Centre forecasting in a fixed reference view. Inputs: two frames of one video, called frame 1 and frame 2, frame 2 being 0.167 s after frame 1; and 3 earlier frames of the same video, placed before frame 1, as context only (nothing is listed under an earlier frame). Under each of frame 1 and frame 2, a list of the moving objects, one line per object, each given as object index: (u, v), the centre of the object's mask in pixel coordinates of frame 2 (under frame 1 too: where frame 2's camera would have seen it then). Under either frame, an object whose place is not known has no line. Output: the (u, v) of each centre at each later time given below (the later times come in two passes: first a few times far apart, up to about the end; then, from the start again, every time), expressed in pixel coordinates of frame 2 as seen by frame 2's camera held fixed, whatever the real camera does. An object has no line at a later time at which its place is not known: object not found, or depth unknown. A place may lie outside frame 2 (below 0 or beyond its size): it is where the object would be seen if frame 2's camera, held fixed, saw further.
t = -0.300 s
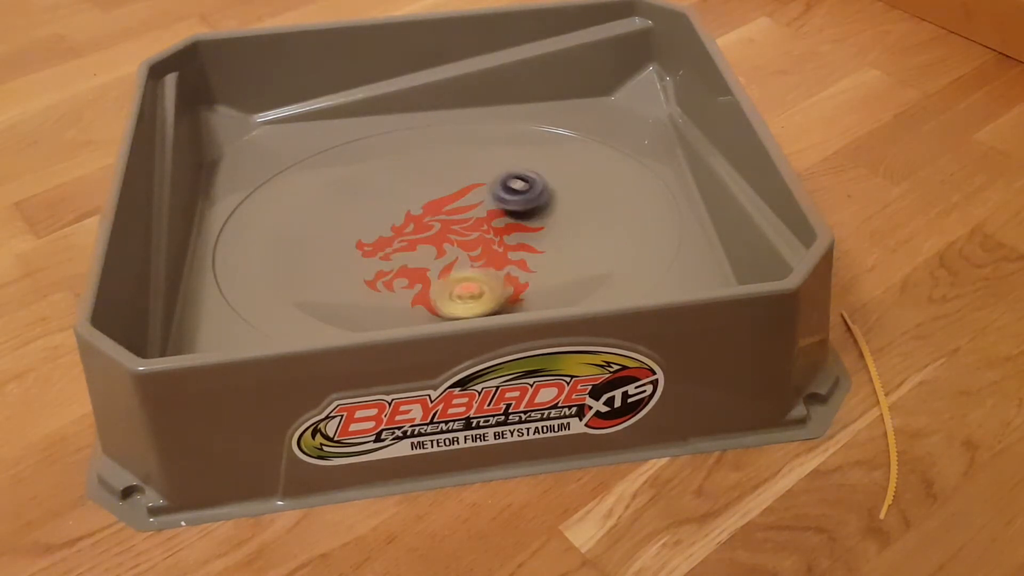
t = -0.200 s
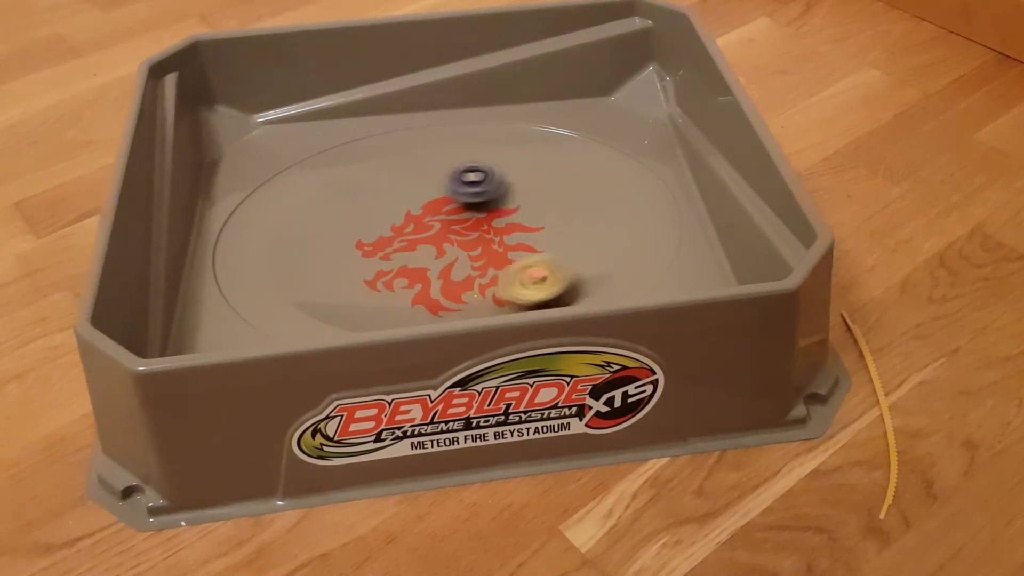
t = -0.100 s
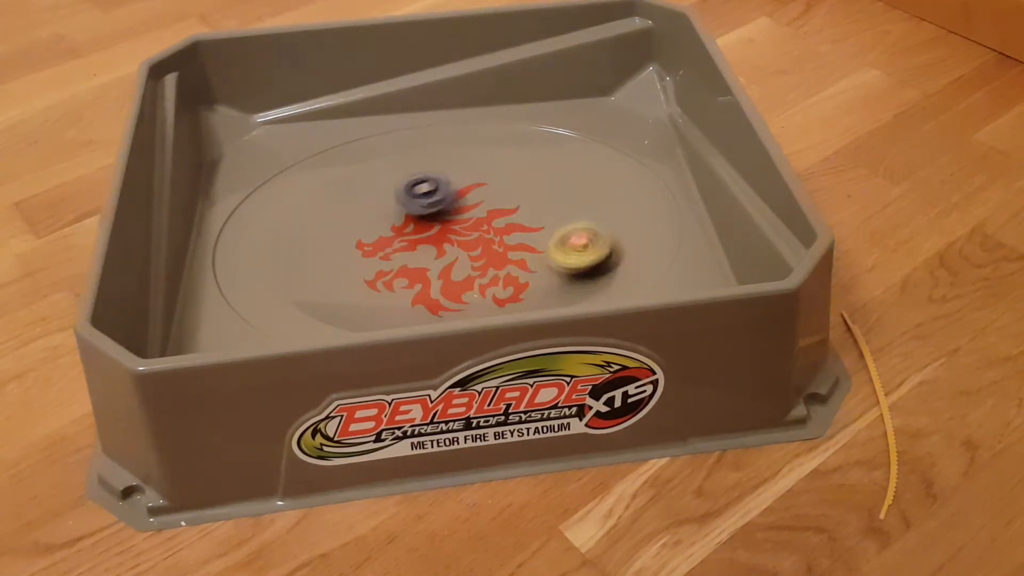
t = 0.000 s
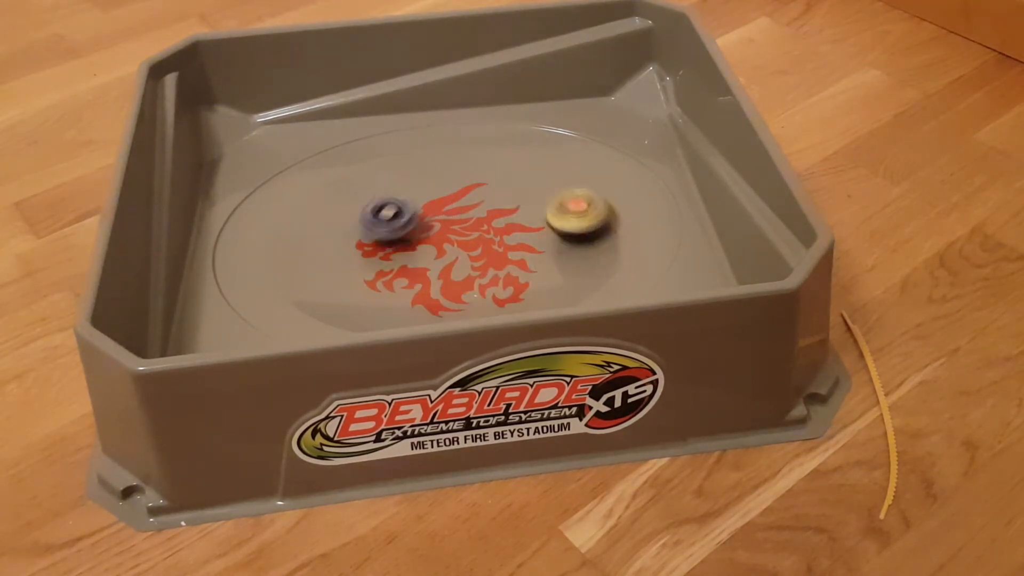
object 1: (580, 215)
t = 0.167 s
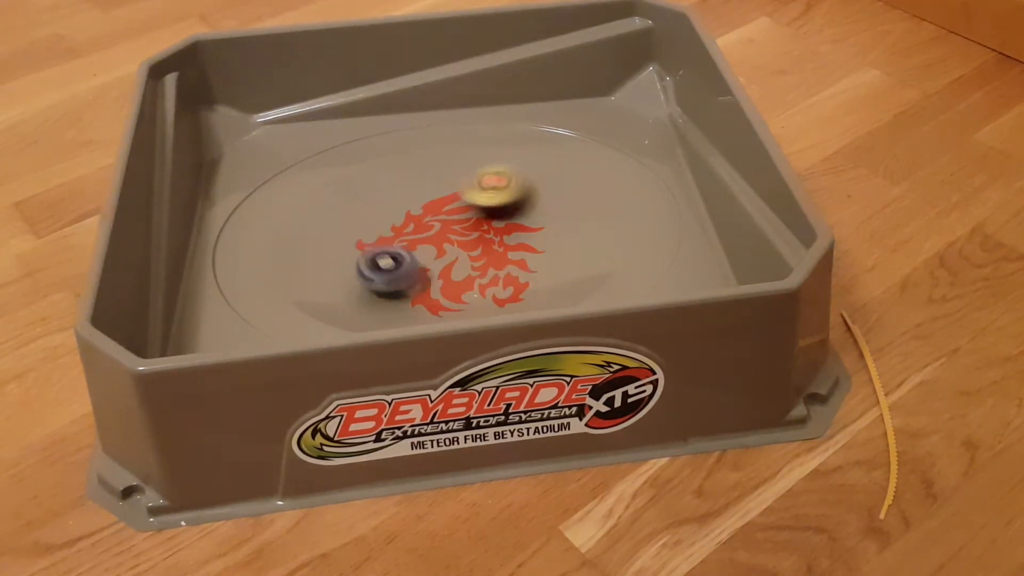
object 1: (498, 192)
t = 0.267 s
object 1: (430, 197)
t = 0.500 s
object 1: (341, 263)
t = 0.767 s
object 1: (465, 291)
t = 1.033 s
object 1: (503, 201)
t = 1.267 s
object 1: (389, 176)
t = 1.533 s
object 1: (367, 264)
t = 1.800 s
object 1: (526, 261)
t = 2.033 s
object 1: (552, 187)
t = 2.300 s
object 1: (420, 201)
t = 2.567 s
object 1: (406, 285)
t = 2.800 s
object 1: (529, 277)
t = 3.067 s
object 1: (507, 199)
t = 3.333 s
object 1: (373, 205)
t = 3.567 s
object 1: (354, 275)
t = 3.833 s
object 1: (501, 270)
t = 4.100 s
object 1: (521, 189)
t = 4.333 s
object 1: (417, 183)
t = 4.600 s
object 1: (401, 269)
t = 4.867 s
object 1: (523, 273)
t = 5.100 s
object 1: (536, 209)
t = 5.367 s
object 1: (415, 195)
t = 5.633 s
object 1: (363, 258)
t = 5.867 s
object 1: (460, 284)
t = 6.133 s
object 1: (522, 224)
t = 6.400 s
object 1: (452, 188)
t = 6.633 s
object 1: (464, 215)
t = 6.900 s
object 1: (552, 216)
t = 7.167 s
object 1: (546, 212)
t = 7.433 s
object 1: (523, 211)
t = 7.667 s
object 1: (471, 241)
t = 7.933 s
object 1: (472, 296)
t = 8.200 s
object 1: (508, 285)
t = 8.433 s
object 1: (473, 248)
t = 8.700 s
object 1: (448, 239)
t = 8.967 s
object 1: (425, 251)
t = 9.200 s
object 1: (419, 258)
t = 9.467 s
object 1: (428, 253)
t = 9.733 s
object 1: (432, 227)
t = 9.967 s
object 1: (425, 210)
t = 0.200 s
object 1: (476, 193)
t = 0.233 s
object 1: (454, 195)
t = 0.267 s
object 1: (430, 197)
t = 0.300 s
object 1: (410, 202)
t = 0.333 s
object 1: (392, 212)
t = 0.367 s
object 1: (376, 220)
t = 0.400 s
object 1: (363, 231)
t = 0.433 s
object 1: (352, 241)
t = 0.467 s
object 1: (344, 250)
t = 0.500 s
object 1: (341, 263)
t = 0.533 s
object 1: (342, 273)
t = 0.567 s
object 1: (349, 284)
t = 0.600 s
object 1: (361, 292)
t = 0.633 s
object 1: (379, 299)
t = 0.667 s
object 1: (399, 300)
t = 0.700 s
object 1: (421, 299)
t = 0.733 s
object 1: (444, 297)
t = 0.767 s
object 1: (465, 291)
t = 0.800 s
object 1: (484, 282)
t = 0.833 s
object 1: (502, 273)
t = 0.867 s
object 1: (510, 258)
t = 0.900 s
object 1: (517, 246)
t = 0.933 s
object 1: (518, 234)
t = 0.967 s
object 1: (514, 220)
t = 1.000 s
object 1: (510, 210)
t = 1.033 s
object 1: (503, 201)
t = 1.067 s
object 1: (492, 192)
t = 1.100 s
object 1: (479, 183)
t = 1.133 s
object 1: (464, 177)
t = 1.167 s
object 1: (447, 174)
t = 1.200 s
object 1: (427, 172)
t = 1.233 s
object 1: (411, 175)
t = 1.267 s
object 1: (389, 176)
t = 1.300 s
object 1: (373, 186)
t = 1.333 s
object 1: (358, 194)
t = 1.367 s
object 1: (346, 205)
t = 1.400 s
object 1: (342, 218)
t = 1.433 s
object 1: (341, 230)
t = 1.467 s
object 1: (345, 242)
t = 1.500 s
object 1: (355, 254)
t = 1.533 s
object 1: (367, 264)
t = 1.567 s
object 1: (383, 273)
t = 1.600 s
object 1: (402, 279)
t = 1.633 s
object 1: (424, 283)
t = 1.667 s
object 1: (446, 284)
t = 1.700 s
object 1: (466, 281)
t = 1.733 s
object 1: (489, 277)
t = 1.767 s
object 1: (509, 270)
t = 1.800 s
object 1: (526, 261)
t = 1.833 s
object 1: (540, 253)
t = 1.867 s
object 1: (551, 241)
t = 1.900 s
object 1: (559, 230)
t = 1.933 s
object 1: (563, 218)
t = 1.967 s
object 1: (563, 206)
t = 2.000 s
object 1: (560, 196)
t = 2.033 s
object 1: (552, 187)
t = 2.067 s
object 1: (542, 179)
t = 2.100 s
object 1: (527, 175)
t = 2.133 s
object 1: (511, 174)
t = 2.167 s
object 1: (490, 173)
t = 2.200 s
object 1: (472, 177)
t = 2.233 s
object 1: (454, 184)
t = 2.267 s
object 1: (434, 191)
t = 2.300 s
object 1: (420, 201)
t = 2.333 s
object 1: (408, 211)
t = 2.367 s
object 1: (400, 222)
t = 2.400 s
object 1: (394, 232)
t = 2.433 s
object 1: (391, 244)
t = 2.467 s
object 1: (390, 254)
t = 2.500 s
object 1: (392, 267)
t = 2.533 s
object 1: (398, 277)
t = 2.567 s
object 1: (406, 285)
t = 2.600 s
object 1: (419, 292)
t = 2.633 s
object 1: (435, 295)
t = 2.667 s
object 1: (455, 295)
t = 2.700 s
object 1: (473, 293)
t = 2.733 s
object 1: (493, 289)
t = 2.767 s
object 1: (510, 285)
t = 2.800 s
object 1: (529, 277)
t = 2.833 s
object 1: (540, 266)
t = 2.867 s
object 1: (547, 255)
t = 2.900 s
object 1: (549, 243)
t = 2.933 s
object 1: (547, 233)
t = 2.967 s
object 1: (541, 223)
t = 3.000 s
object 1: (531, 214)
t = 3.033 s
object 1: (520, 206)
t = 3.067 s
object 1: (507, 199)
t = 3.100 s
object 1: (493, 194)
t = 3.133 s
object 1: (476, 192)
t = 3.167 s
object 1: (459, 190)
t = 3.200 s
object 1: (438, 187)
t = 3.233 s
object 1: (420, 190)
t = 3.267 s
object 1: (402, 194)
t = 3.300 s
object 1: (386, 199)
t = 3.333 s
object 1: (373, 205)
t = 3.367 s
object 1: (358, 212)
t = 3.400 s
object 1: (348, 222)
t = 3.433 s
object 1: (341, 233)
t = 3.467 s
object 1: (338, 243)
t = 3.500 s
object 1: (338, 253)
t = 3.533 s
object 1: (344, 263)
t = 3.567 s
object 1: (354, 275)
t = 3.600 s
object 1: (369, 283)
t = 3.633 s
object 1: (384, 287)
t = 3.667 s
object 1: (405, 291)
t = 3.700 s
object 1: (425, 292)
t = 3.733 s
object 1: (446, 290)
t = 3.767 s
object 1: (465, 285)
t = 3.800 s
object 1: (482, 278)
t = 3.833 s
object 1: (501, 270)
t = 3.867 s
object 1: (512, 261)
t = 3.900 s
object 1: (523, 250)
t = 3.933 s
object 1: (529, 239)
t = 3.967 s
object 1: (532, 228)
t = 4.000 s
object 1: (534, 217)
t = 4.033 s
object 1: (532, 207)
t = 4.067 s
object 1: (528, 197)
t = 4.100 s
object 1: (521, 189)
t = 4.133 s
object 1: (511, 181)
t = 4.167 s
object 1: (498, 176)
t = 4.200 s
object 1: (484, 173)
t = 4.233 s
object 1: (466, 171)
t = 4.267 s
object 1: (449, 174)
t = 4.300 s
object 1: (431, 177)
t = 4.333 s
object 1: (417, 183)
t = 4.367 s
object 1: (404, 193)
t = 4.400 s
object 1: (393, 202)
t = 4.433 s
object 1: (386, 214)
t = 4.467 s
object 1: (383, 225)
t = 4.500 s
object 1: (383, 237)
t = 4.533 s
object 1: (386, 249)
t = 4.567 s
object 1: (392, 259)
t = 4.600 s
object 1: (401, 269)
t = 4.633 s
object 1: (410, 276)
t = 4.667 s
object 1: (423, 283)
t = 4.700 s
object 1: (438, 287)
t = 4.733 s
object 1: (456, 289)
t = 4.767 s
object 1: (472, 287)
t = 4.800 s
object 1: (493, 285)
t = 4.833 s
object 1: (510, 280)
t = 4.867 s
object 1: (523, 273)
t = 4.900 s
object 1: (535, 266)
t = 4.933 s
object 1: (544, 256)
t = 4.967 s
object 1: (549, 245)
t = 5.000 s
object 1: (551, 235)
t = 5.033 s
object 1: (548, 226)
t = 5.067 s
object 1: (543, 217)
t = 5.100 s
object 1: (536, 209)
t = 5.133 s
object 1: (525, 202)
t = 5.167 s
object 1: (513, 197)
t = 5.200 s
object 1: (498, 194)
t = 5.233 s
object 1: (484, 192)
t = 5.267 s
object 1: (467, 191)
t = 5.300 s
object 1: (451, 193)
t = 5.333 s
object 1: (429, 191)
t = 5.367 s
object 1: (415, 195)
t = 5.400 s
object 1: (401, 199)
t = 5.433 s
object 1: (390, 205)
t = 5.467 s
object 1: (380, 214)
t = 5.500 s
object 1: (371, 221)
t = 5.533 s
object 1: (365, 230)
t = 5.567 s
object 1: (360, 238)
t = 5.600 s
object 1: (361, 250)
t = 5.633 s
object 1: (363, 258)
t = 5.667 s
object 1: (369, 267)
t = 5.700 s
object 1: (378, 275)
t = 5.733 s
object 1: (391, 281)
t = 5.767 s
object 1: (406, 285)
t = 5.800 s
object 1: (422, 288)
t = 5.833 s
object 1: (443, 287)
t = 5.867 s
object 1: (460, 284)
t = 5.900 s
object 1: (476, 279)
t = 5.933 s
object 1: (489, 274)
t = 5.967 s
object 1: (499, 267)
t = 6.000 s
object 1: (508, 259)
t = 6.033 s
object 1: (516, 251)
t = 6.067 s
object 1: (520, 242)
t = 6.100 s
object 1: (522, 232)
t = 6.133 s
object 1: (522, 224)
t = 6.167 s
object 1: (520, 215)
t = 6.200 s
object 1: (516, 207)
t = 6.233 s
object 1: (510, 200)
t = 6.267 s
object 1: (501, 195)
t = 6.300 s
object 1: (491, 191)
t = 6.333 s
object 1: (478, 188)
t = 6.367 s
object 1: (465, 189)
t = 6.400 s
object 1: (452, 188)
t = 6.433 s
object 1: (442, 191)
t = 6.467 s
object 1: (432, 195)
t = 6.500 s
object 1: (423, 203)
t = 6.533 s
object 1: (420, 209)
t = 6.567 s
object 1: (435, 212)
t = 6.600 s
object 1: (452, 215)
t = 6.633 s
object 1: (464, 215)
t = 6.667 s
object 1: (476, 217)
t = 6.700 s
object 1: (489, 217)
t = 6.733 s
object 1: (500, 219)
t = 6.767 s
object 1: (512, 219)
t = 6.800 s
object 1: (525, 220)
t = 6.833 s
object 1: (536, 218)
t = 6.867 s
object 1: (544, 218)
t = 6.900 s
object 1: (552, 216)
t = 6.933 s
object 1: (558, 214)
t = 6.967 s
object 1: (562, 212)
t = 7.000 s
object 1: (564, 211)
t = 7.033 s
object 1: (564, 210)
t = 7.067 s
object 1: (562, 209)
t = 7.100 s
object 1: (558, 209)
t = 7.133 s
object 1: (553, 210)
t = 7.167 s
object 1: (546, 212)
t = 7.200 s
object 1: (536, 215)
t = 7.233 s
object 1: (525, 216)
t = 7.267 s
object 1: (529, 212)
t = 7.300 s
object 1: (537, 210)
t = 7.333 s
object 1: (538, 208)
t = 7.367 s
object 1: (536, 208)
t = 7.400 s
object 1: (530, 208)
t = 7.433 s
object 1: (523, 211)
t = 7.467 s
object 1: (520, 215)
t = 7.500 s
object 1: (512, 219)
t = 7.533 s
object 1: (501, 221)
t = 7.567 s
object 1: (493, 226)
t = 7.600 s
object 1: (486, 230)
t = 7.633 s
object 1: (478, 235)
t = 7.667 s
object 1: (471, 241)
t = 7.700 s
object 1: (464, 246)
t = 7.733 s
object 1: (457, 251)
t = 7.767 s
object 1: (450, 257)
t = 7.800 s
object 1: (442, 262)
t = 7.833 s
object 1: (440, 269)
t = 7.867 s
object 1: (453, 286)
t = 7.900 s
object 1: (462, 292)
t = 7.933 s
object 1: (472, 296)
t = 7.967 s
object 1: (480, 297)
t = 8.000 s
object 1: (487, 297)
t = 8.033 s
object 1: (493, 297)
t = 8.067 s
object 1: (498, 296)
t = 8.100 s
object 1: (501, 295)
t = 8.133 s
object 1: (504, 293)
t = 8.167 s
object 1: (508, 288)
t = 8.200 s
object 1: (508, 285)
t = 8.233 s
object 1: (506, 279)
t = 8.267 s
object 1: (504, 276)
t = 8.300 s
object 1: (499, 270)
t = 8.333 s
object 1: (492, 263)
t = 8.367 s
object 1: (484, 257)
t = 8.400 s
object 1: (478, 253)
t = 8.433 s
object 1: (473, 248)
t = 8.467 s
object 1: (468, 244)
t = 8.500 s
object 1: (463, 241)
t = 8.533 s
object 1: (462, 242)
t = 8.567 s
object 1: (459, 241)
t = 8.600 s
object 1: (457, 240)
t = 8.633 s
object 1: (454, 239)
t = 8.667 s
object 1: (450, 239)
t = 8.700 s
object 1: (448, 239)
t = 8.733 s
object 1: (445, 240)
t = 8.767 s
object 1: (441, 241)
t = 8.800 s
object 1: (437, 243)
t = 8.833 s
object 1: (433, 244)
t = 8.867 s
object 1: (431, 246)
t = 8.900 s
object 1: (427, 248)
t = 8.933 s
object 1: (426, 249)
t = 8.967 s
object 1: (425, 251)
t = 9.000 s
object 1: (422, 253)
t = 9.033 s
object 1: (422, 253)
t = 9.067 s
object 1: (420, 255)
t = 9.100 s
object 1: (418, 255)
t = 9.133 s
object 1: (419, 257)
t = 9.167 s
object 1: (420, 260)
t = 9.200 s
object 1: (419, 258)
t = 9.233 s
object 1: (420, 259)
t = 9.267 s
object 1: (420, 259)
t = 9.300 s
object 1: (422, 259)
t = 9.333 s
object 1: (423, 259)
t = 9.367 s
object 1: (425, 258)
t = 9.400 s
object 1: (429, 259)
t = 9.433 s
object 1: (429, 257)
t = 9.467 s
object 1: (428, 253)
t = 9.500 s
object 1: (429, 250)
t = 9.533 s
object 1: (429, 247)
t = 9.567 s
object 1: (431, 243)
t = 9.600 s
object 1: (432, 240)
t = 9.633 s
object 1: (432, 237)
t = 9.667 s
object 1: (433, 233)
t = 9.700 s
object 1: (433, 230)
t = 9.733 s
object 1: (432, 227)
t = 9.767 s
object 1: (432, 224)
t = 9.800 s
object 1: (430, 220)
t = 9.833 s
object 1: (428, 219)
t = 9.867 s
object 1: (427, 216)
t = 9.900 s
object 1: (426, 215)
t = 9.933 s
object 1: (423, 213)
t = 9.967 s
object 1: (425, 210)
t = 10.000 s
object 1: (430, 205)
